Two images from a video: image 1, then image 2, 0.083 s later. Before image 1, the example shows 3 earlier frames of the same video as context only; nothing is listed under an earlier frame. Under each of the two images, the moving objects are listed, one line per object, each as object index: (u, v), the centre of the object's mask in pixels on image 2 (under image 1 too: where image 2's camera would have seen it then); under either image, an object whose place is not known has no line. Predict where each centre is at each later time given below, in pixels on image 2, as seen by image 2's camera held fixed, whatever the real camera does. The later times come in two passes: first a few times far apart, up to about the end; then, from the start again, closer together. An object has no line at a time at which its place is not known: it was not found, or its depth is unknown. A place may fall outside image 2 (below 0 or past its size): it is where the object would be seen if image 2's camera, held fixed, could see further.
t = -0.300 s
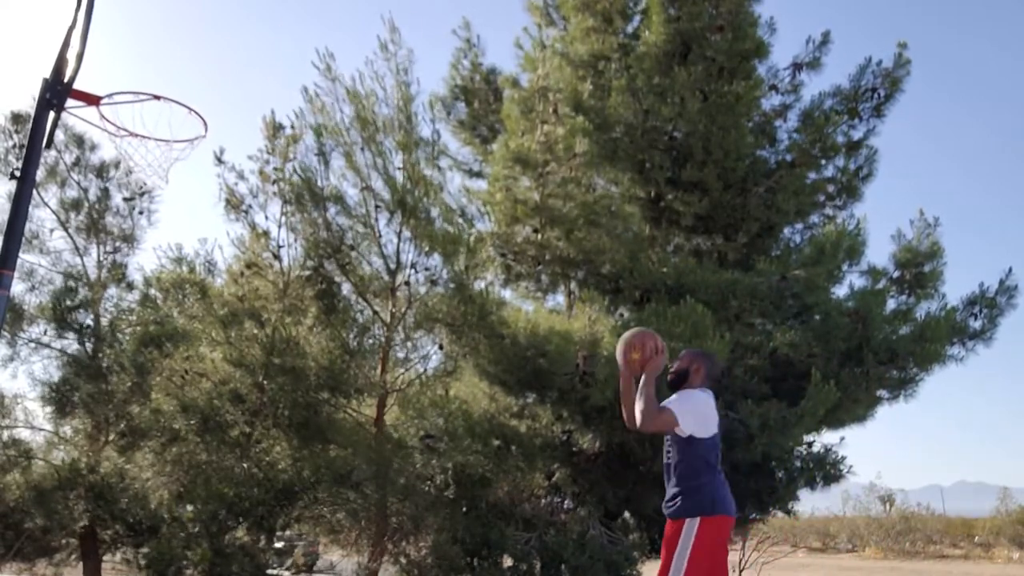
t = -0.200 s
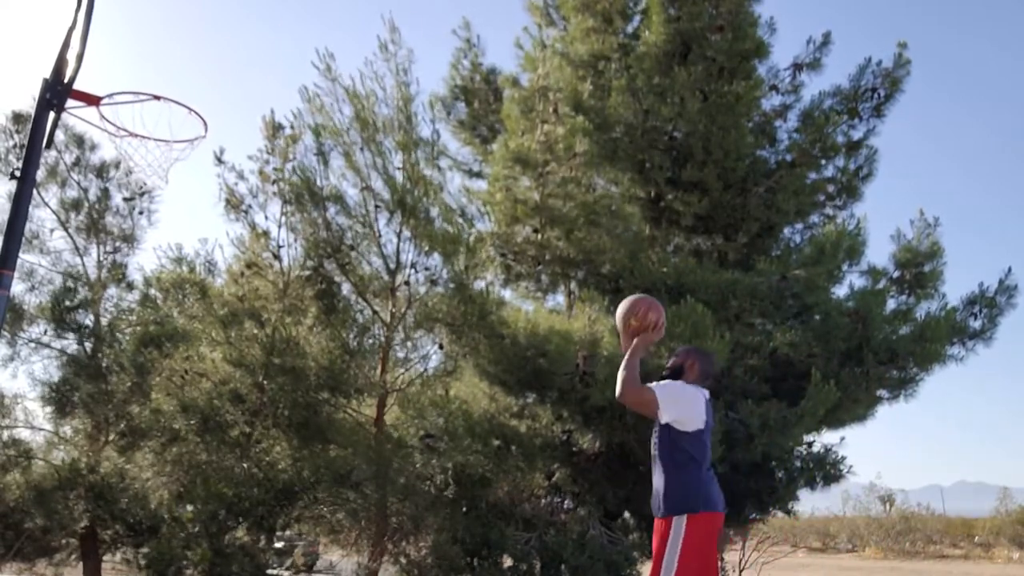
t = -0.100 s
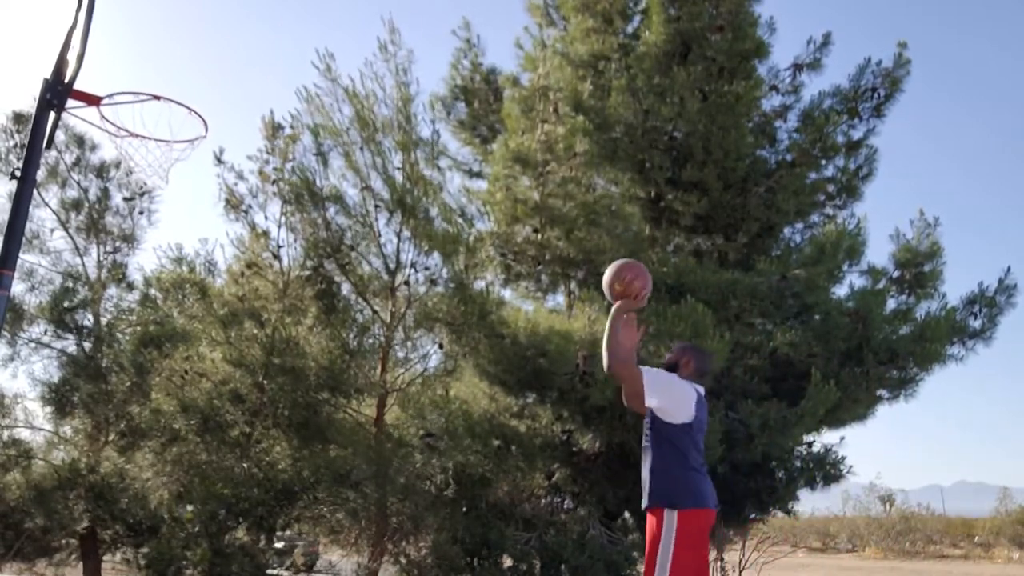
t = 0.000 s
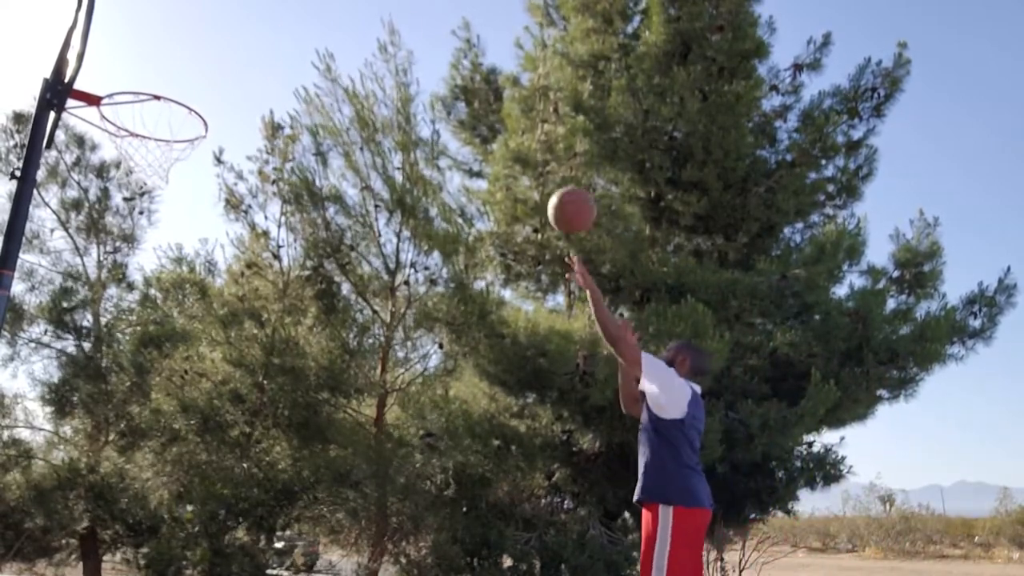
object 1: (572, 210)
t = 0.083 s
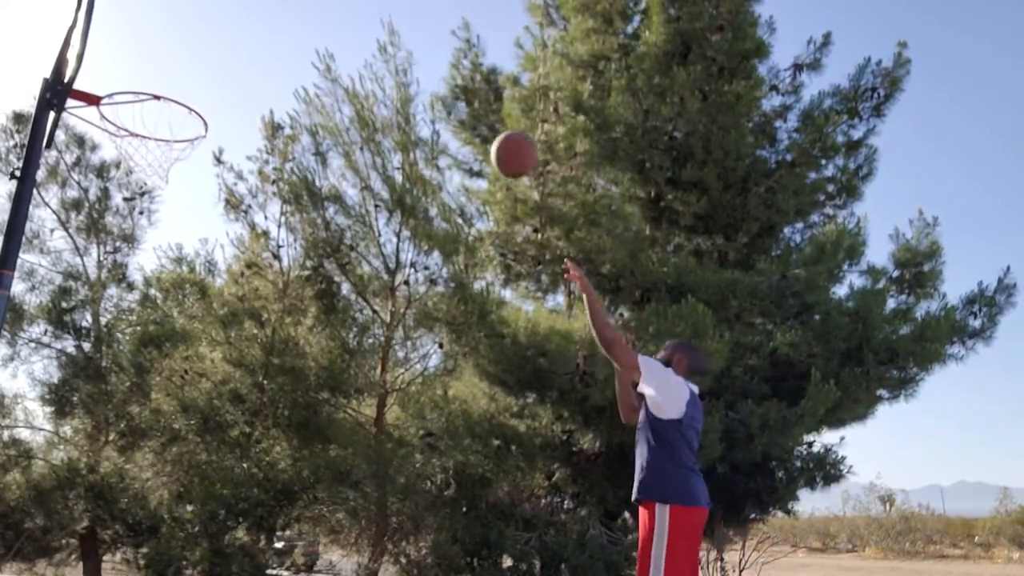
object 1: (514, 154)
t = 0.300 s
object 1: (369, 65)
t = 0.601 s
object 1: (146, 77)
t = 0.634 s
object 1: (119, 89)
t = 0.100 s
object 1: (503, 145)
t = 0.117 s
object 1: (492, 135)
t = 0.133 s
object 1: (481, 126)
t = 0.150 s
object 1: (470, 118)
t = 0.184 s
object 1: (448, 103)
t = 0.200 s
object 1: (437, 96)
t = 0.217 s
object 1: (425, 90)
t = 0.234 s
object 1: (415, 84)
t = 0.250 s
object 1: (403, 79)
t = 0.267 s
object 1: (392, 74)
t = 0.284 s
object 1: (381, 69)
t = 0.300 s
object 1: (369, 65)
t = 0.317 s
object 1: (357, 62)
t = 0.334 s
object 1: (345, 59)
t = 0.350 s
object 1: (334, 57)
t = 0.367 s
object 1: (322, 55)
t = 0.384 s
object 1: (310, 53)
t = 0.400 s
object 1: (298, 52)
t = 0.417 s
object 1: (286, 51)
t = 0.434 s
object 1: (274, 51)
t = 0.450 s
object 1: (262, 52)
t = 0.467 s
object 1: (249, 53)
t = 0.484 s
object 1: (237, 54)
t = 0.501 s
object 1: (224, 56)
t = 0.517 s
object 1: (211, 58)
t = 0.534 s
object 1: (199, 61)
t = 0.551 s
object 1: (186, 64)
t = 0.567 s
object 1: (173, 68)
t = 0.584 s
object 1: (159, 73)
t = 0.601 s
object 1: (146, 77)
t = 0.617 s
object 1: (133, 83)
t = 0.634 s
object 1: (119, 89)
